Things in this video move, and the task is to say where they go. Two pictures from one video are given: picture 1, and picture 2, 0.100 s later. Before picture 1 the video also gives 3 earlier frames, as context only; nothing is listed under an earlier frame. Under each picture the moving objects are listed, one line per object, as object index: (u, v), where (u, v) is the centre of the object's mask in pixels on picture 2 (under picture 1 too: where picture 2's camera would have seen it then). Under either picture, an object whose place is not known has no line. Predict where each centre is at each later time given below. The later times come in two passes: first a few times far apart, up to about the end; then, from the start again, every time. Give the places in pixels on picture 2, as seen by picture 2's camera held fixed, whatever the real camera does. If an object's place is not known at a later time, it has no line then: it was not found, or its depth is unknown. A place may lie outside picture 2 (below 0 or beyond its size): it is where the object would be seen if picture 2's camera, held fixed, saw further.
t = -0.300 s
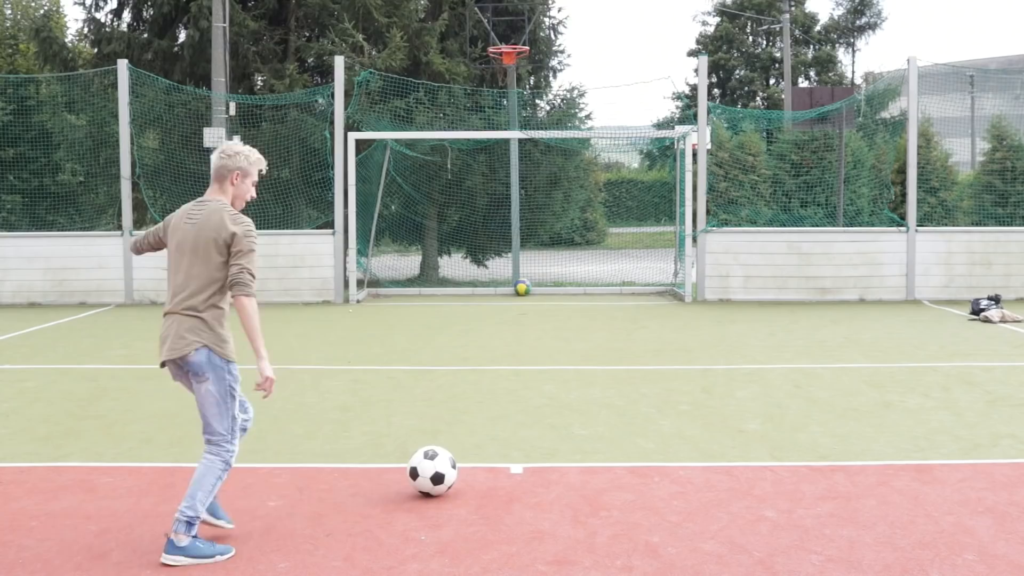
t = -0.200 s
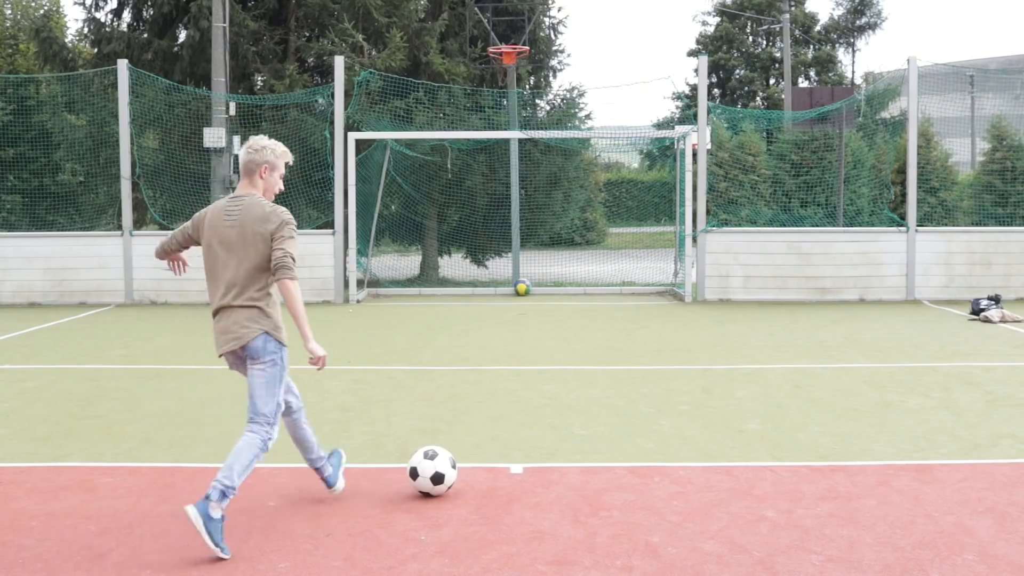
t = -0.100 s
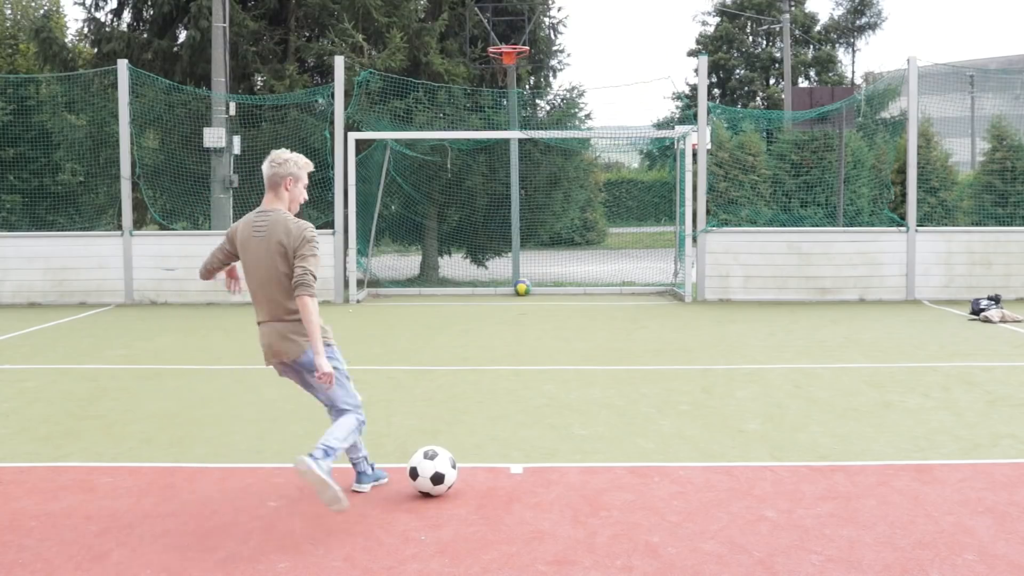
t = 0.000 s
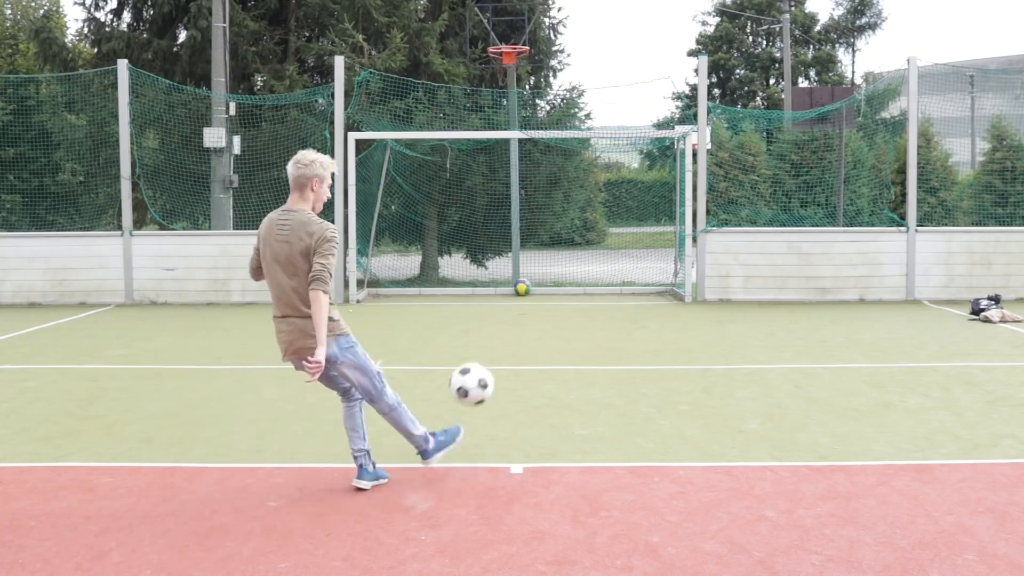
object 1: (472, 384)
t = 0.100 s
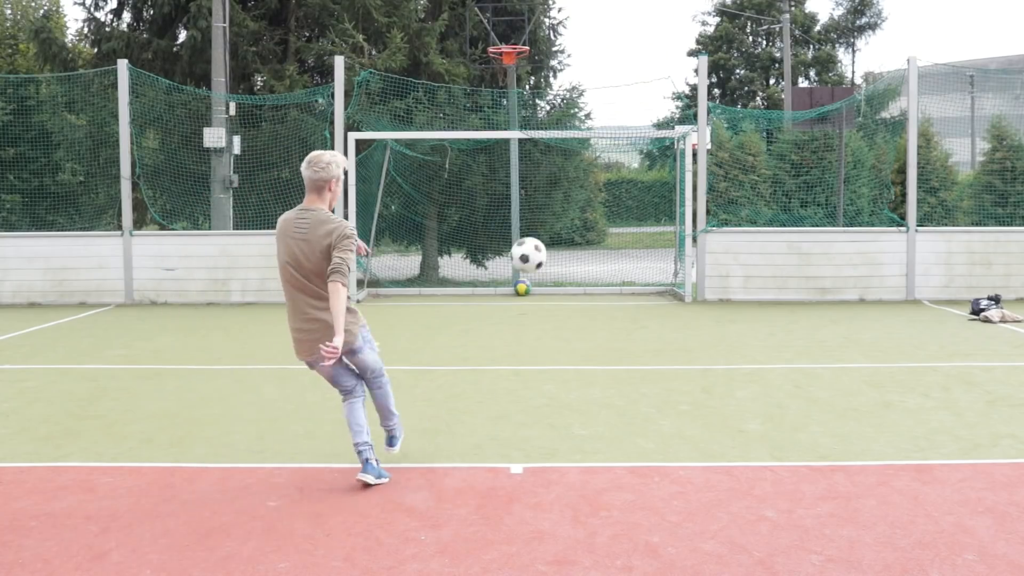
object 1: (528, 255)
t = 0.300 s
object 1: (583, 130)
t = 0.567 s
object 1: (607, 87)
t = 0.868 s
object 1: (617, 111)
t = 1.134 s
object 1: (613, 110)
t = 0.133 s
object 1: (541, 225)
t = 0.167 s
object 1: (552, 199)
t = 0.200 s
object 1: (562, 178)
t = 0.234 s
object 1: (570, 160)
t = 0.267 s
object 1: (577, 145)
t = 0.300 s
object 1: (583, 130)
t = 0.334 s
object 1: (586, 121)
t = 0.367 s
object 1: (592, 112)
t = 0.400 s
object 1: (596, 105)
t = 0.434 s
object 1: (600, 99)
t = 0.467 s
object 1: (603, 94)
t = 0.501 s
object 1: (604, 91)
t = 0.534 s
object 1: (606, 88)
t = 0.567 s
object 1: (607, 87)
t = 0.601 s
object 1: (610, 87)
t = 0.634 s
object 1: (612, 89)
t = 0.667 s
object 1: (614, 89)
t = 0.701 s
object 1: (616, 91)
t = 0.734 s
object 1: (617, 92)
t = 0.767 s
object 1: (617, 95)
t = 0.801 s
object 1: (617, 100)
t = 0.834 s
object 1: (617, 105)
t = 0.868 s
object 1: (617, 111)
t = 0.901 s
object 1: (617, 118)
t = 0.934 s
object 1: (616, 123)
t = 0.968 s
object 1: (616, 119)
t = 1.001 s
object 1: (616, 115)
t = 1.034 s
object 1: (616, 113)
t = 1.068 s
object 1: (615, 110)
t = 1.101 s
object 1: (614, 110)
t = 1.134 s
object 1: (613, 110)
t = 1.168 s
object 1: (614, 111)
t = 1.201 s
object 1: (613, 114)
